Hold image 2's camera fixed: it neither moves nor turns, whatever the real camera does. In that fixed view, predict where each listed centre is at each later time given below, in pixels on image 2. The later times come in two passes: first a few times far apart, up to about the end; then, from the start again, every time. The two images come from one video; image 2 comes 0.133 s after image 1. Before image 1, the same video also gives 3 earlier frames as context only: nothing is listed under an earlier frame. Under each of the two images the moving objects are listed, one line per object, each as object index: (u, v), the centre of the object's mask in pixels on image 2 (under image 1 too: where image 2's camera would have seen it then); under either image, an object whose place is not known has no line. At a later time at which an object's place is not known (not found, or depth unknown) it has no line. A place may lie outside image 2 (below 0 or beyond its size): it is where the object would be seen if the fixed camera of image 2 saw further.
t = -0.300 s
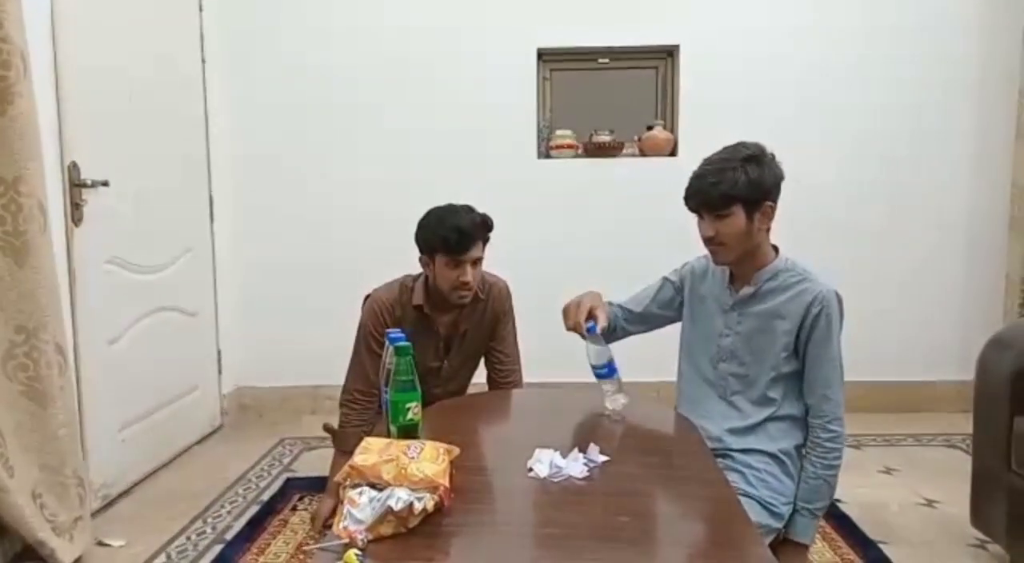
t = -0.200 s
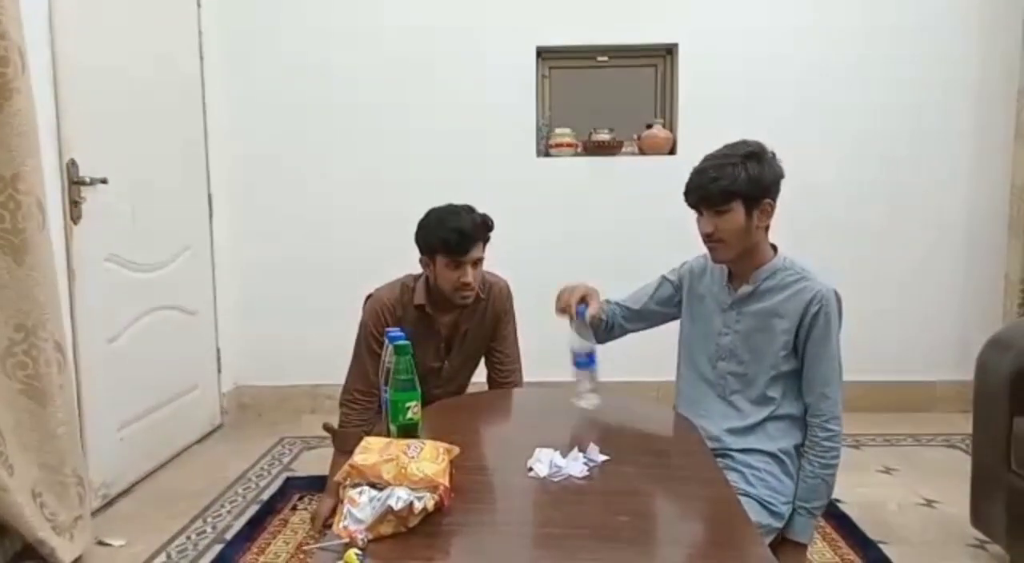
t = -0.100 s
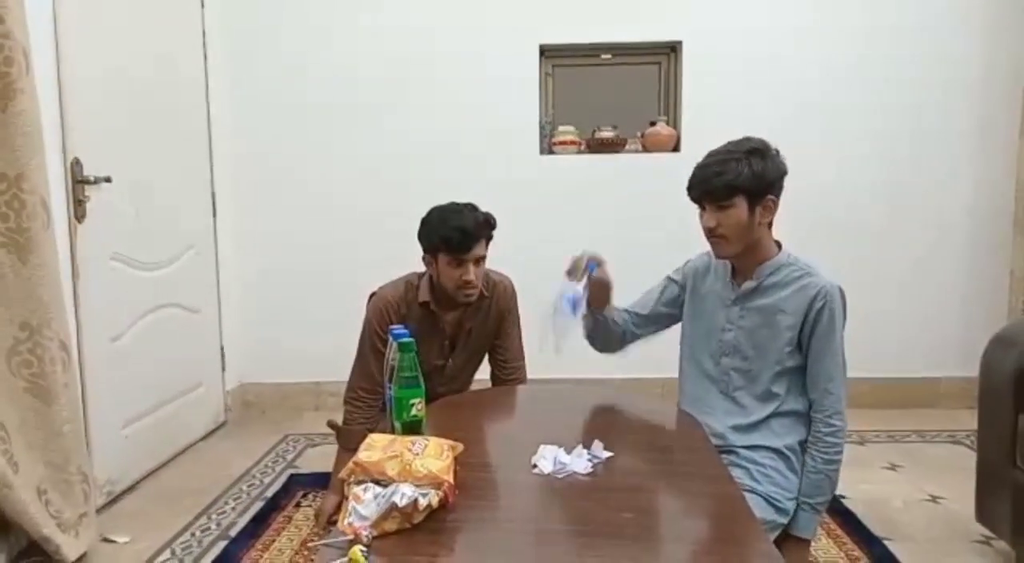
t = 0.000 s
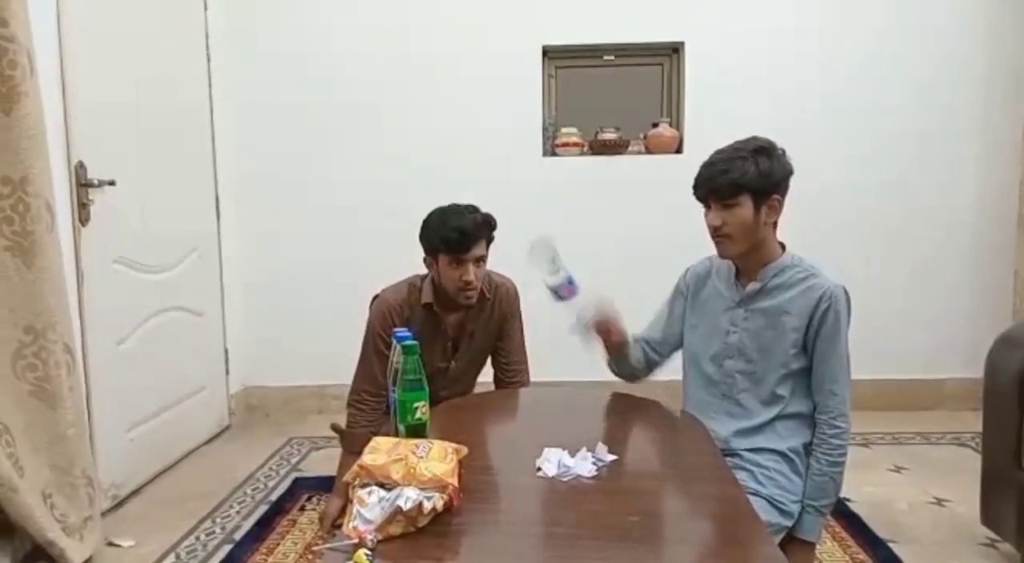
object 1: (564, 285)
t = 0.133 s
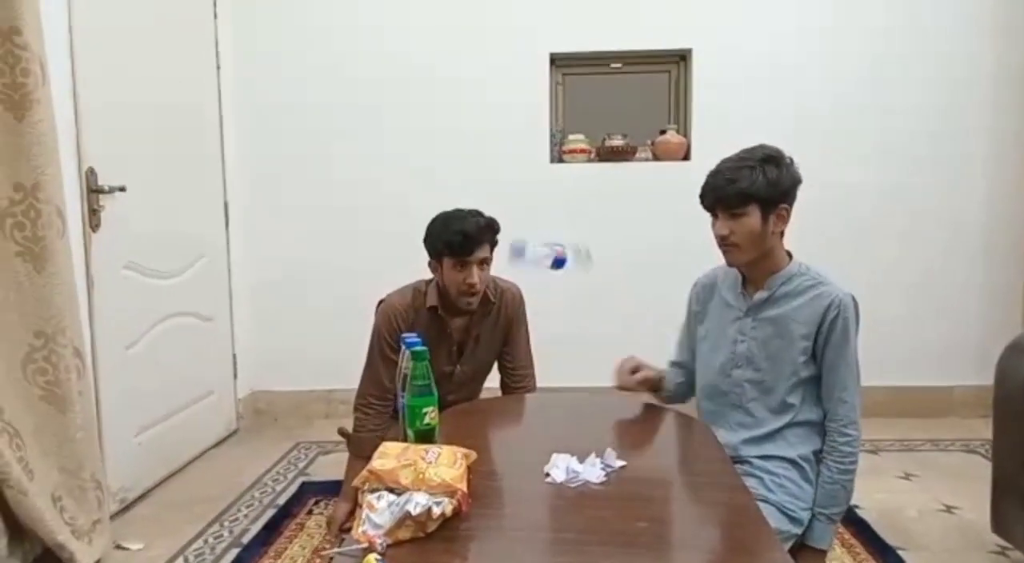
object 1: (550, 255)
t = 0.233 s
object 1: (563, 297)
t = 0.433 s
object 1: (597, 405)
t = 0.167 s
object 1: (555, 261)
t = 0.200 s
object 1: (558, 276)
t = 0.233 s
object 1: (563, 297)
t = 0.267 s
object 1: (565, 324)
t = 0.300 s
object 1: (567, 353)
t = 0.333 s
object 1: (575, 375)
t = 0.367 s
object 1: (586, 383)
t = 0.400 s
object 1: (591, 403)
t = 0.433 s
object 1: (597, 405)
